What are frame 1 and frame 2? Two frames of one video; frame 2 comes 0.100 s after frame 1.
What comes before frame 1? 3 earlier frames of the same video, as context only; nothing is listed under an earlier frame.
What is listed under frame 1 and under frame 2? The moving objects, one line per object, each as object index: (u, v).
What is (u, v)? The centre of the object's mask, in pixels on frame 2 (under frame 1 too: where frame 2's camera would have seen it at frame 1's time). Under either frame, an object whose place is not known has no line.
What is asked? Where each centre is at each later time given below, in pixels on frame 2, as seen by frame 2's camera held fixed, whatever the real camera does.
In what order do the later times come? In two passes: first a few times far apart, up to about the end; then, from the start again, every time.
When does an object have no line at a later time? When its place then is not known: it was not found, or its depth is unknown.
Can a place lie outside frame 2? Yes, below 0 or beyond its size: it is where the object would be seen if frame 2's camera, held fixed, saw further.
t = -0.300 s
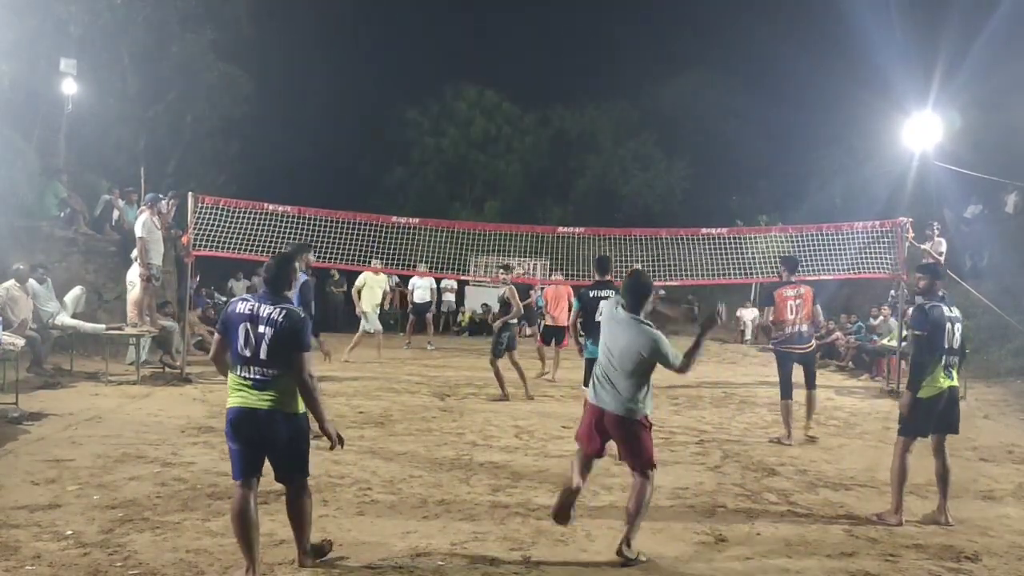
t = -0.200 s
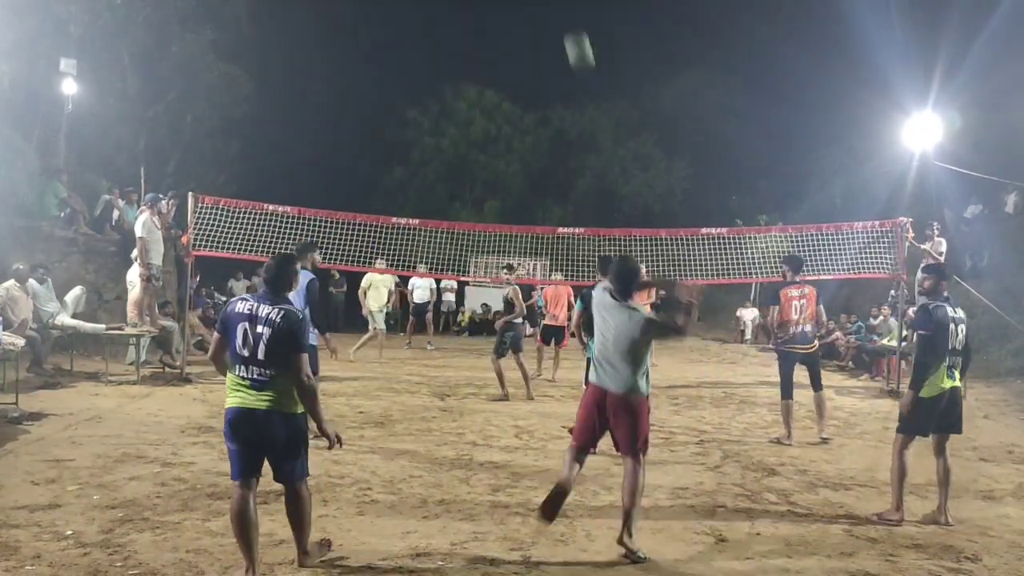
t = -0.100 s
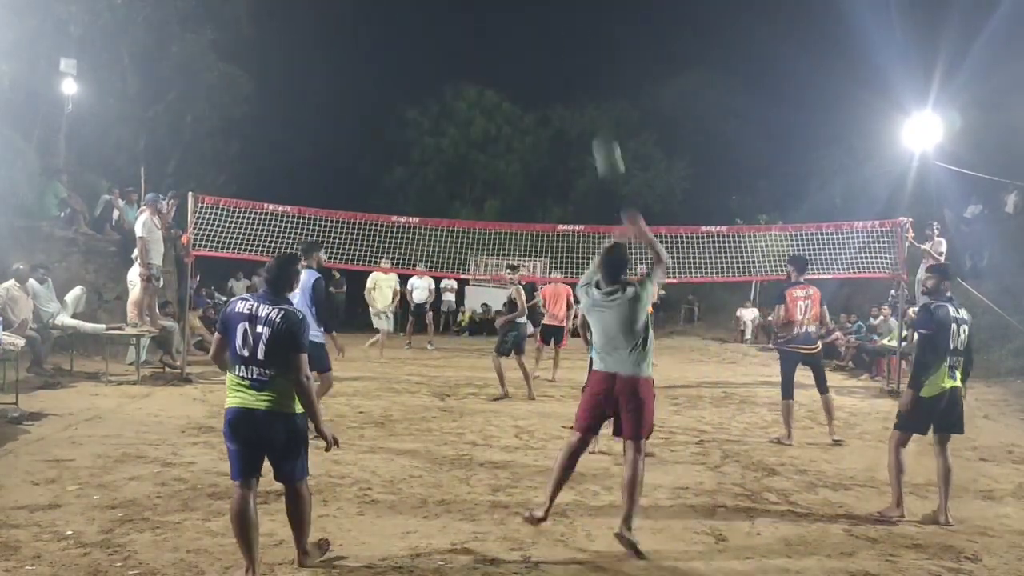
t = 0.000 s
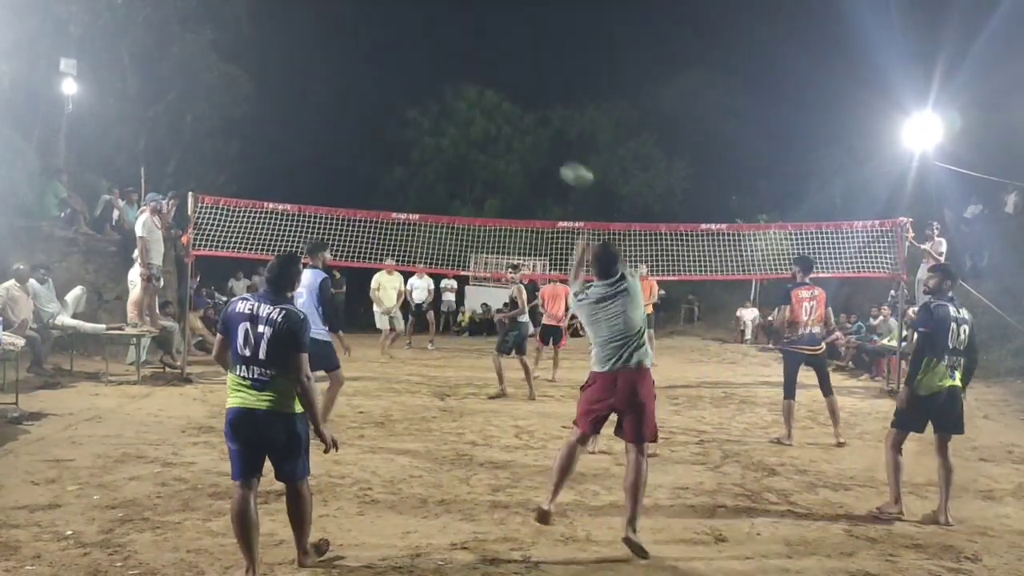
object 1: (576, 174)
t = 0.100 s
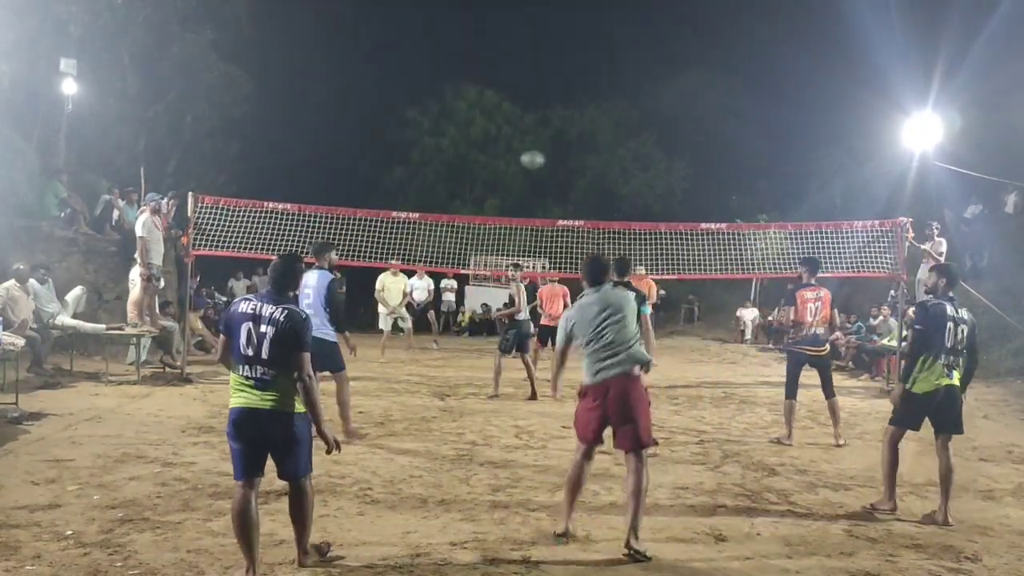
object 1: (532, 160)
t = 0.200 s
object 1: (504, 161)
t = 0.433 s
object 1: (461, 195)
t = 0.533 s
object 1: (449, 215)
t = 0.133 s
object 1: (522, 159)
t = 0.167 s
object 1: (512, 160)
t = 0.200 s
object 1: (504, 161)
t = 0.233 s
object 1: (495, 163)
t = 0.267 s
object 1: (488, 167)
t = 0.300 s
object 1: (482, 171)
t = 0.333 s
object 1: (476, 176)
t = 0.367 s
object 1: (470, 182)
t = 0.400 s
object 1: (465, 188)
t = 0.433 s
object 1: (461, 195)
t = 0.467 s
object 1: (456, 202)
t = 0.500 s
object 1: (453, 209)
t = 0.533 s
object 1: (449, 215)
